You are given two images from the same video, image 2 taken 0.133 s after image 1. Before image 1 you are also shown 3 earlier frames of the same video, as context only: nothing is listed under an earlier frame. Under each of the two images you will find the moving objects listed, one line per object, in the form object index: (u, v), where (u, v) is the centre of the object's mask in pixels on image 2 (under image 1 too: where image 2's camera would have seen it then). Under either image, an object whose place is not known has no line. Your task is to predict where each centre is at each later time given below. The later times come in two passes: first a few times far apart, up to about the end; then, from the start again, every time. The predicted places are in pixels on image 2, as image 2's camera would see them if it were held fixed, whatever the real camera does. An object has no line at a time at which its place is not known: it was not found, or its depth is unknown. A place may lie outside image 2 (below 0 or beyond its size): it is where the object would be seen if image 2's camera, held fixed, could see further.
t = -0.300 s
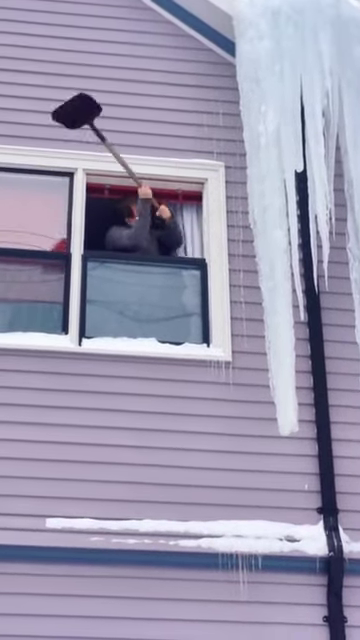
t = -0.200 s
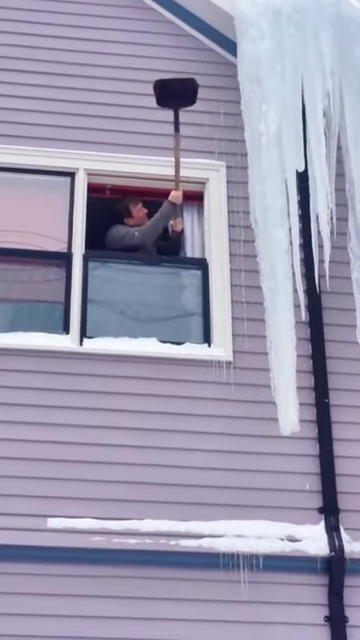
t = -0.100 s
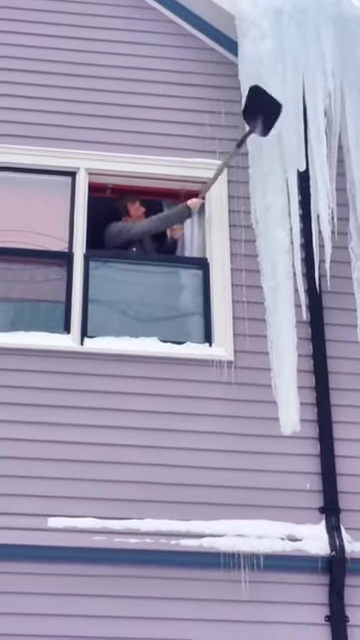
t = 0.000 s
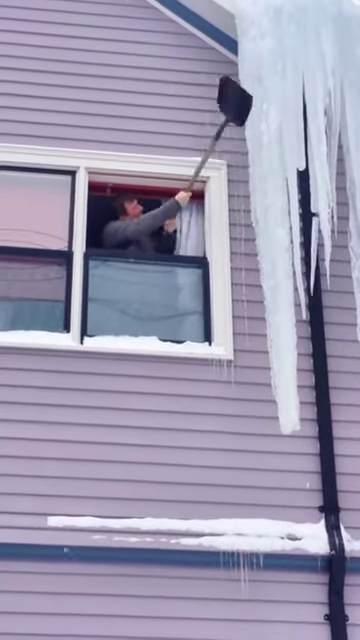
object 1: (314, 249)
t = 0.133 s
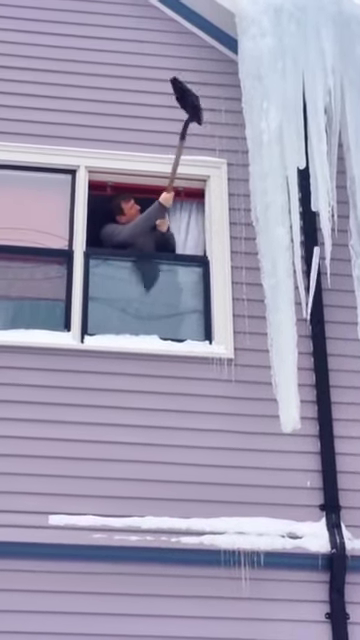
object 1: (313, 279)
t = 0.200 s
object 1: (313, 304)
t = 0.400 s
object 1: (317, 428)
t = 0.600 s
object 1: (335, 633)
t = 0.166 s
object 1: (313, 291)
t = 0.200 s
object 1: (313, 304)
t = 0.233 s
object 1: (313, 319)
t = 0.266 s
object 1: (314, 336)
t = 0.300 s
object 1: (314, 357)
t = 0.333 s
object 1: (315, 377)
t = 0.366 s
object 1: (316, 401)
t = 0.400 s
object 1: (317, 428)
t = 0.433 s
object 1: (318, 457)
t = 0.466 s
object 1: (320, 487)
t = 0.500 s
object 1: (321, 525)
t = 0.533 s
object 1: (323, 564)
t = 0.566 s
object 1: (325, 607)
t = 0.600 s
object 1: (335, 633)
